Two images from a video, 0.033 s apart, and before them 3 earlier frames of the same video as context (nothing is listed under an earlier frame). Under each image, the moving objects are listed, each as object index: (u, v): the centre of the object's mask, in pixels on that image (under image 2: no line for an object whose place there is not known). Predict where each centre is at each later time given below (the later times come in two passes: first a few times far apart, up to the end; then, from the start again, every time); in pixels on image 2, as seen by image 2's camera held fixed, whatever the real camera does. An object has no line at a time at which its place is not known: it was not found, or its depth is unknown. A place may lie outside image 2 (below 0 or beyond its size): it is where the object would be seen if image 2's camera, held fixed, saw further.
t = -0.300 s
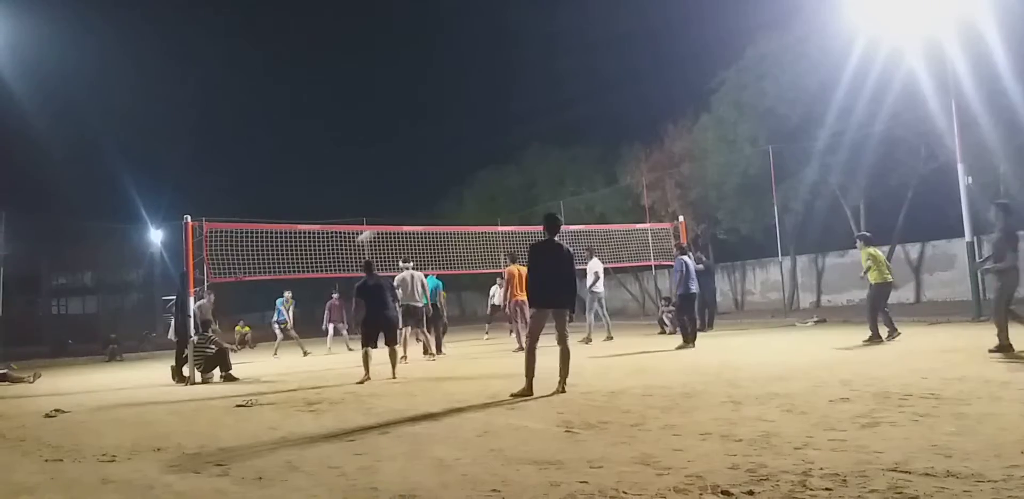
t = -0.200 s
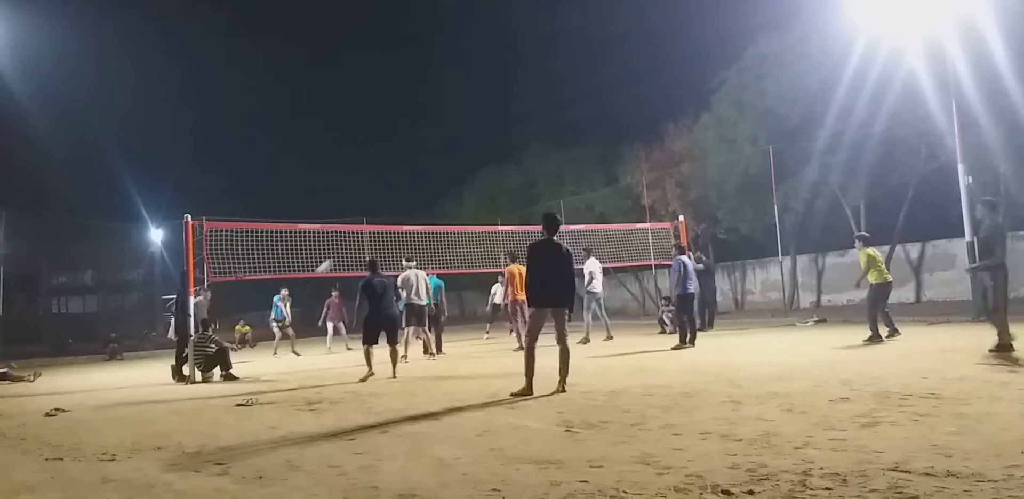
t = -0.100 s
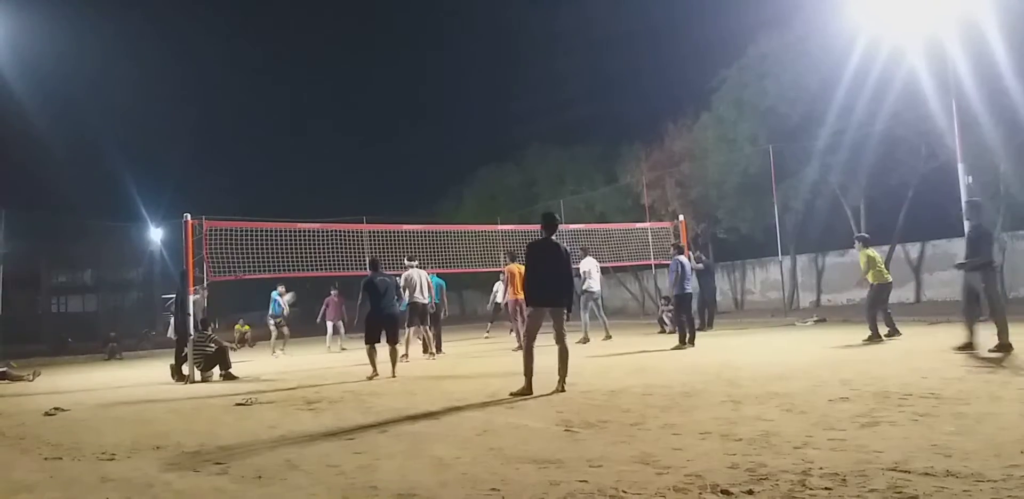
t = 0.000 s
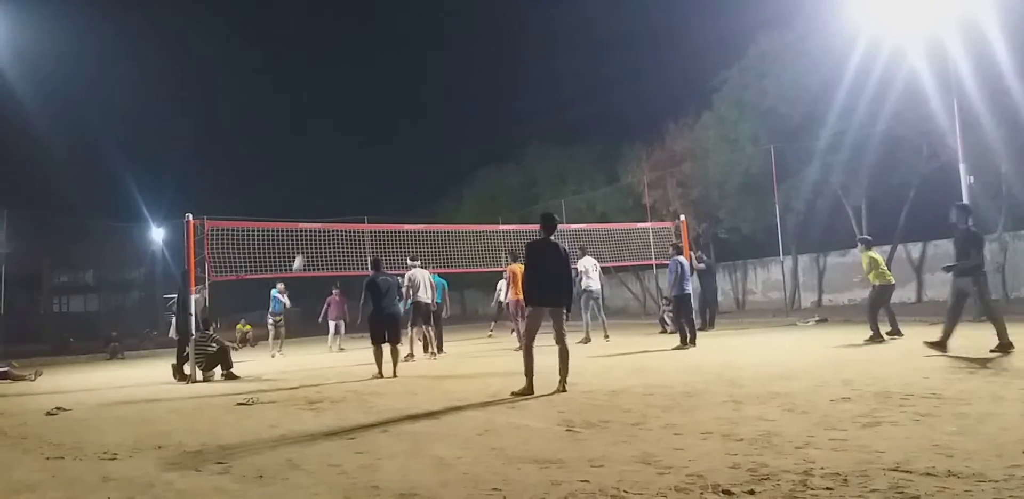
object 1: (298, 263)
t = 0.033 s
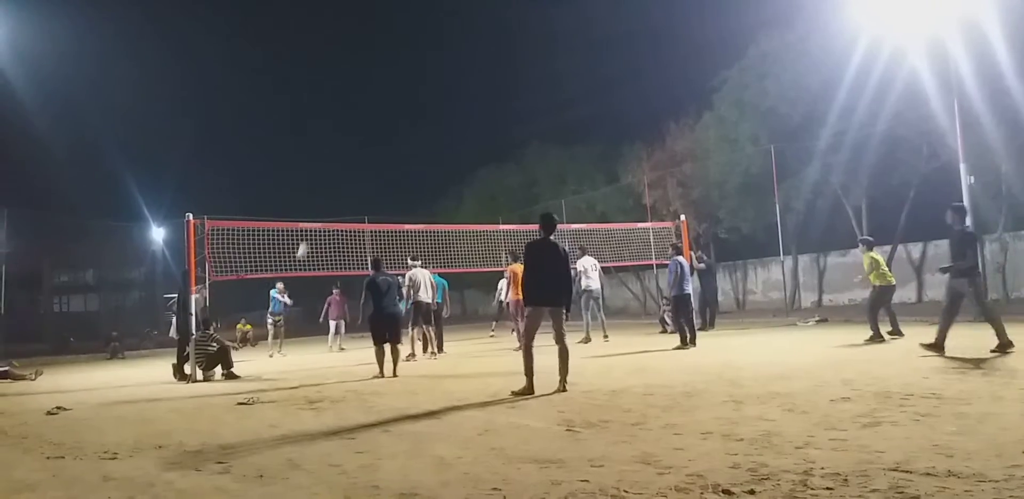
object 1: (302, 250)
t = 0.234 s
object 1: (323, 189)
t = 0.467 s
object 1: (347, 136)
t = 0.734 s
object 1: (374, 105)
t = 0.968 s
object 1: (399, 101)
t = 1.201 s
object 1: (427, 122)
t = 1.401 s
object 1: (452, 159)
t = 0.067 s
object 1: (306, 238)
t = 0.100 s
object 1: (309, 229)
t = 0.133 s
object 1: (313, 216)
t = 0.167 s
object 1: (316, 207)
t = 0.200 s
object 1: (320, 197)
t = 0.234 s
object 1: (323, 189)
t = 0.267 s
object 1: (326, 180)
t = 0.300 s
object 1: (330, 171)
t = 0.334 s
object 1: (333, 164)
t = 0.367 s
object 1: (337, 156)
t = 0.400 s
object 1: (340, 149)
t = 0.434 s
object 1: (343, 142)
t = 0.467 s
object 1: (347, 136)
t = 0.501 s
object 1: (349, 131)
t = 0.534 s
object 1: (353, 126)
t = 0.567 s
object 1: (357, 121)
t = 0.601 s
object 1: (360, 117)
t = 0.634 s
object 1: (364, 113)
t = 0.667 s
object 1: (367, 110)
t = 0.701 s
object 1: (370, 107)
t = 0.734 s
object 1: (374, 105)
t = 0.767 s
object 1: (378, 103)
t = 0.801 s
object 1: (381, 102)
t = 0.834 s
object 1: (385, 100)
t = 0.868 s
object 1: (388, 100)
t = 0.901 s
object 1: (392, 100)
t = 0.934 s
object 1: (396, 100)
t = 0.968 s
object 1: (399, 101)
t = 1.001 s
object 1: (403, 103)
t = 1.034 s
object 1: (407, 105)
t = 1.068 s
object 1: (411, 107)
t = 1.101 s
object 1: (415, 110)
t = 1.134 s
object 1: (419, 114)
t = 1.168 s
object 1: (422, 117)
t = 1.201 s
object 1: (427, 122)
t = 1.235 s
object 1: (431, 127)
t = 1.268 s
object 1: (435, 132)
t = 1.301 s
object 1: (439, 138)
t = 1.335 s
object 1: (443, 144)
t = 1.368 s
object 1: (448, 151)
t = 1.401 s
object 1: (452, 159)
